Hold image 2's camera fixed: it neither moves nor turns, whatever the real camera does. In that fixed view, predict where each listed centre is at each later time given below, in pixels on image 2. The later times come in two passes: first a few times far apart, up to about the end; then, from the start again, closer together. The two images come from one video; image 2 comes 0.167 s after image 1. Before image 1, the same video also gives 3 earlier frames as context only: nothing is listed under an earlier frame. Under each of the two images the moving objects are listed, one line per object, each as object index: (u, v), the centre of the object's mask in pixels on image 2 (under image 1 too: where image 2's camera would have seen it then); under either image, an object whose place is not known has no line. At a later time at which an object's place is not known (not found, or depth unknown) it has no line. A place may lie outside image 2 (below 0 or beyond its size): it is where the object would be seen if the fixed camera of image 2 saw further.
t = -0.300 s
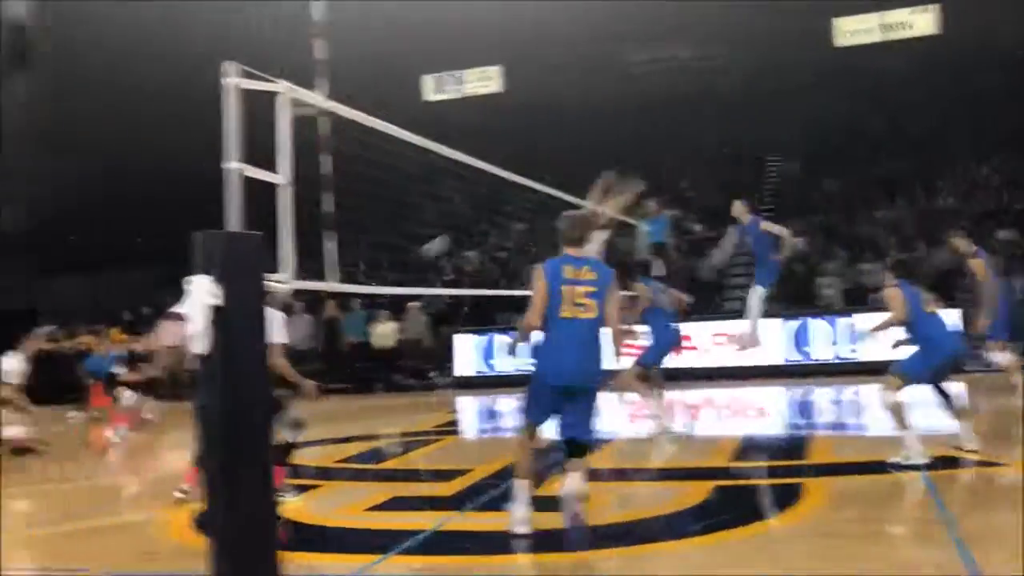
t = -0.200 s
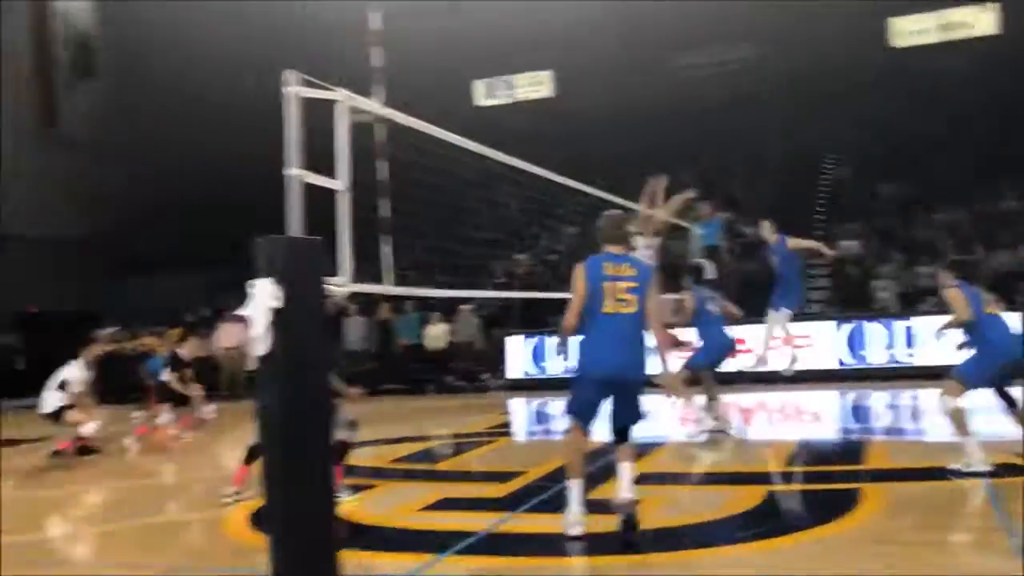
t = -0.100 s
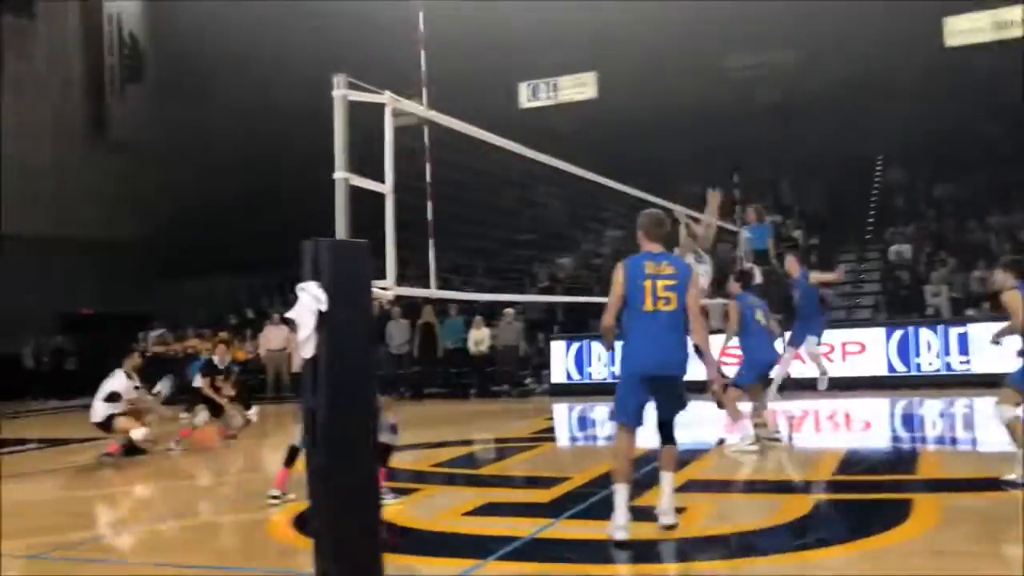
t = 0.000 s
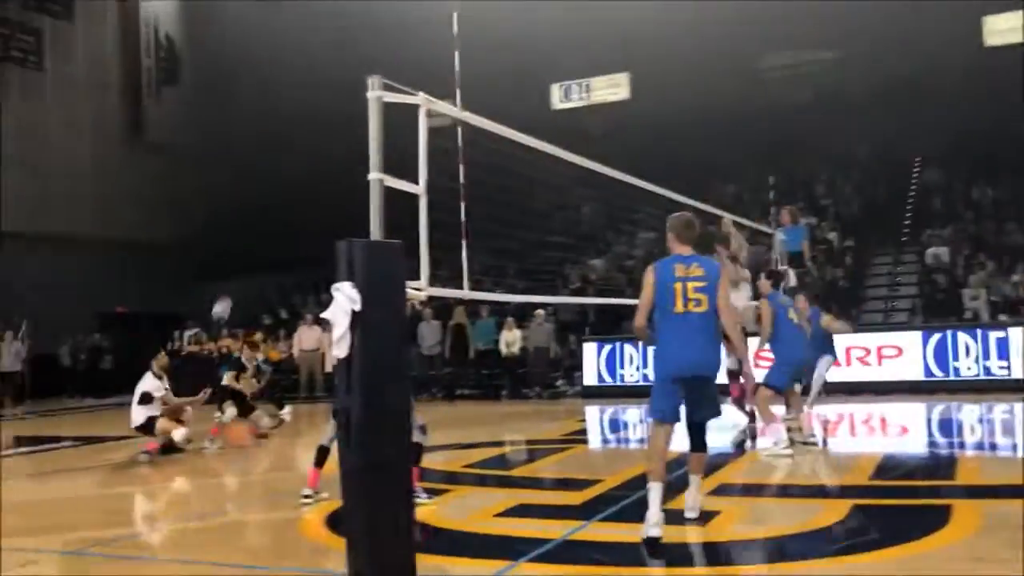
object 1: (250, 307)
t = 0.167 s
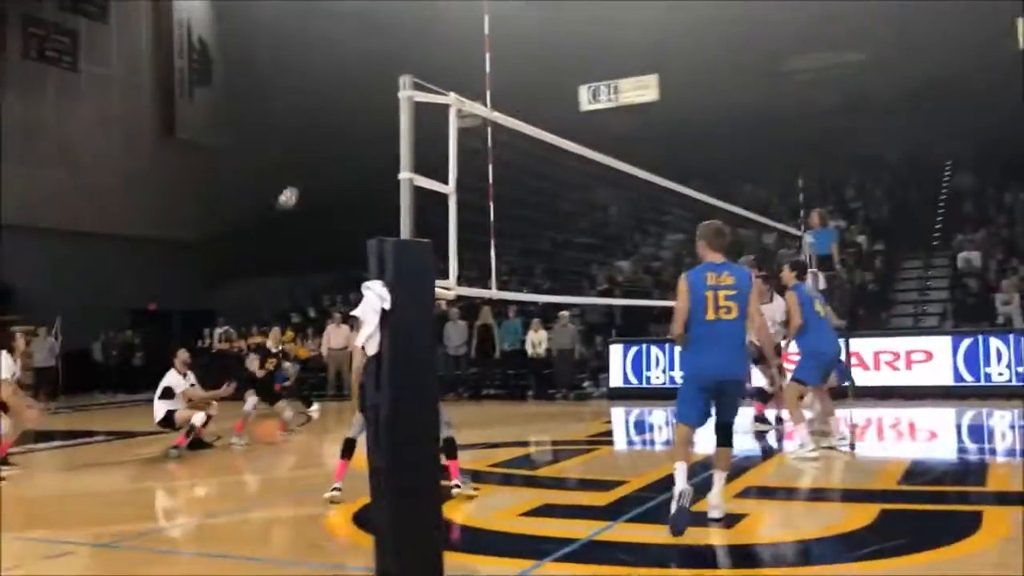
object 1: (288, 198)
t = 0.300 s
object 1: (312, 127)
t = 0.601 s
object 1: (361, 25)
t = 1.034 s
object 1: (424, 7)
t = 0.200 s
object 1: (294, 178)
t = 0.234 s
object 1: (301, 161)
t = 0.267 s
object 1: (307, 143)
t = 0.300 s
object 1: (312, 127)
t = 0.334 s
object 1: (319, 113)
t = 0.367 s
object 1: (324, 98)
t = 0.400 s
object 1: (330, 85)
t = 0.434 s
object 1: (335, 73)
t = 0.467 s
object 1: (340, 62)
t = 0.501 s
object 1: (346, 51)
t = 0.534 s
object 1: (351, 41)
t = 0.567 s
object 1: (353, 34)
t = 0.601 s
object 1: (361, 25)
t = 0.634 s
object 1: (367, 17)
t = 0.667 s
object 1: (373, 12)
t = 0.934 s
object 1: (408, -2)
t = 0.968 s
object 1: (413, 0)
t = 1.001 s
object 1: (418, 3)
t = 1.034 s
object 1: (424, 7)
